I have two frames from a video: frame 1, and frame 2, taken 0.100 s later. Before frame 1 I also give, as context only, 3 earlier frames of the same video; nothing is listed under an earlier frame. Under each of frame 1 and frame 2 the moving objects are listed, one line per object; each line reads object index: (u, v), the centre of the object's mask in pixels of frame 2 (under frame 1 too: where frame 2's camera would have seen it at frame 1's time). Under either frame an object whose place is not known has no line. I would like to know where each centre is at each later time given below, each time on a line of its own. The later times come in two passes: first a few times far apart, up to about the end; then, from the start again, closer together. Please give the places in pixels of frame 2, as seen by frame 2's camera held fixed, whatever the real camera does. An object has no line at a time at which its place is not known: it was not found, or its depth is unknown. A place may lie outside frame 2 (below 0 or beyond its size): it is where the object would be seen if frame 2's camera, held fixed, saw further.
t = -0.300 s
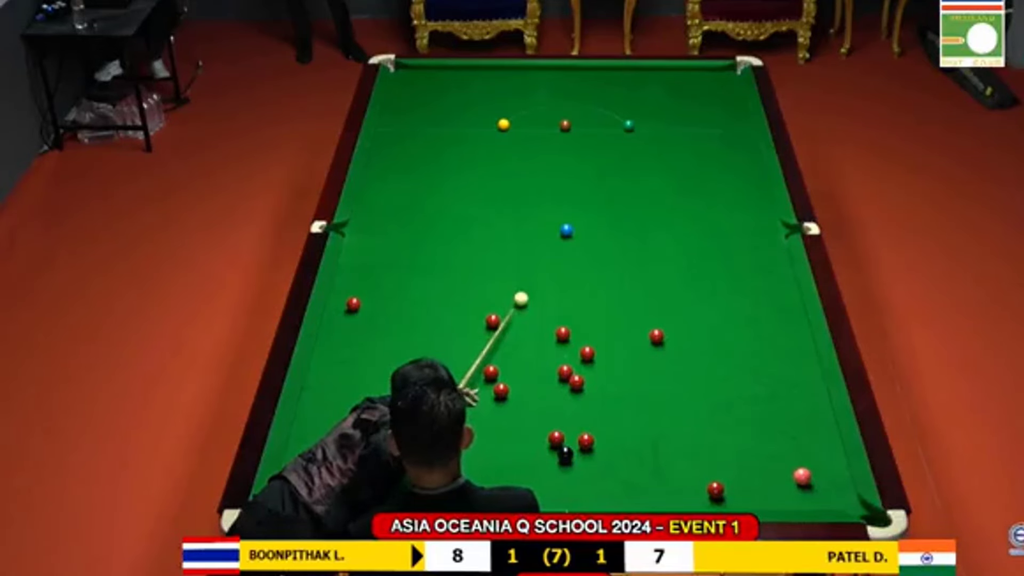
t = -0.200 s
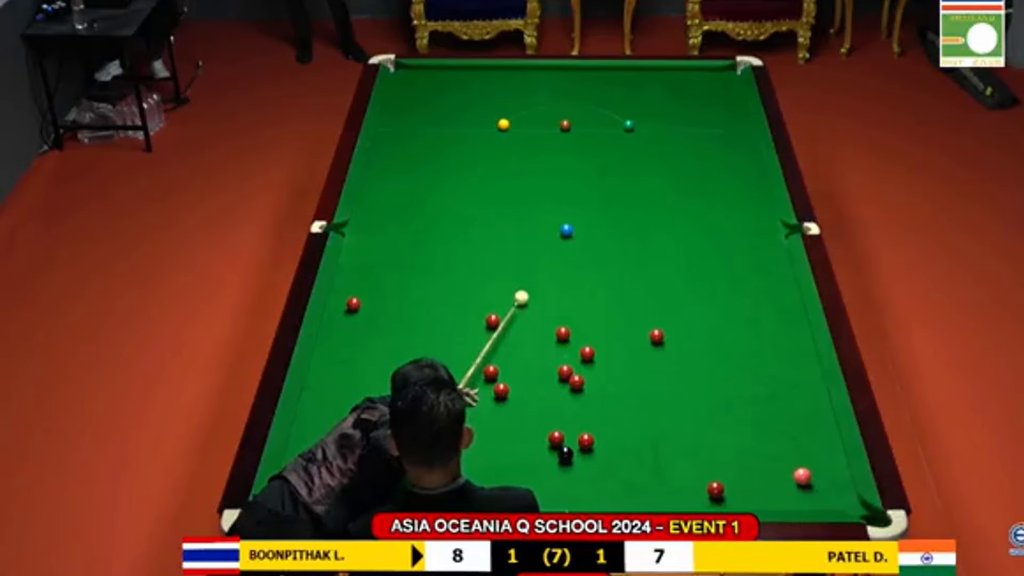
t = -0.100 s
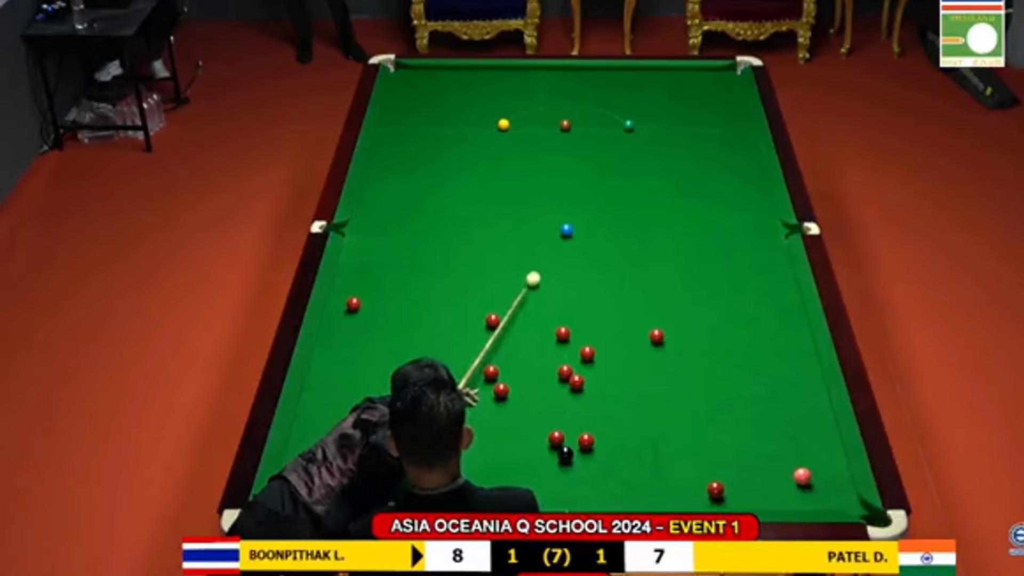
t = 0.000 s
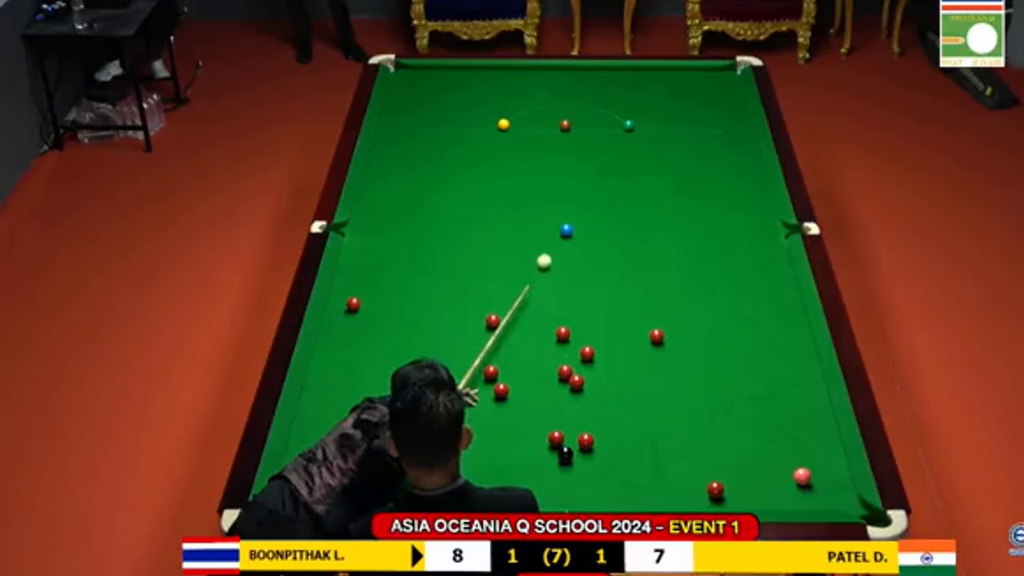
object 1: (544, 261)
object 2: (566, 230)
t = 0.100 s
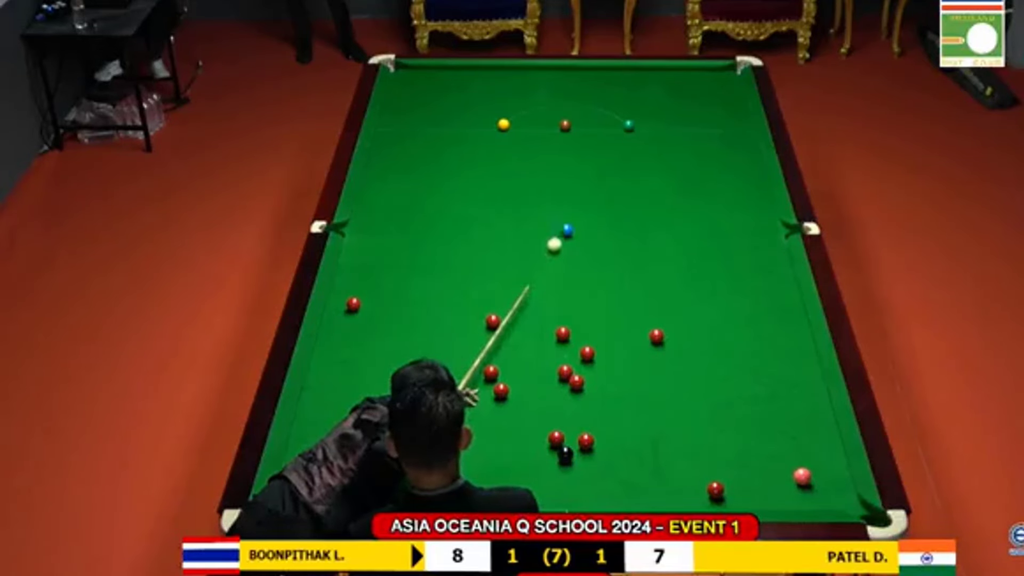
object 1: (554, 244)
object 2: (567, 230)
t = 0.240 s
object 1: (556, 233)
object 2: (578, 220)
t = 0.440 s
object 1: (553, 224)
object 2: (598, 201)
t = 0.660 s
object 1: (550, 215)
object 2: (616, 183)
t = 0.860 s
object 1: (548, 206)
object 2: (632, 168)
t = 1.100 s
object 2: (650, 152)
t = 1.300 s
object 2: (663, 139)
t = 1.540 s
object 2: (679, 124)
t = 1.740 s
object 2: (690, 113)
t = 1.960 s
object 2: (703, 102)
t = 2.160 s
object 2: (714, 91)
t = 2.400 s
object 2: (726, 80)
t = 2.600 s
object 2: (735, 71)
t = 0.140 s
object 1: (558, 238)
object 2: (567, 230)
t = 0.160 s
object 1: (559, 236)
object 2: (568, 229)
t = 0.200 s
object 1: (558, 235)
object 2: (572, 225)
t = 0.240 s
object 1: (556, 233)
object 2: (578, 220)
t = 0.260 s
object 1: (556, 233)
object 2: (580, 218)
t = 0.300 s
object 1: (555, 231)
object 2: (584, 213)
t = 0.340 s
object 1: (554, 229)
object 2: (589, 209)
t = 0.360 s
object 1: (554, 228)
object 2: (590, 207)
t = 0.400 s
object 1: (553, 226)
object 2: (595, 204)
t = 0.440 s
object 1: (553, 224)
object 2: (598, 201)
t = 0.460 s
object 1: (552, 223)
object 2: (600, 199)
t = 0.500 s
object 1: (552, 222)
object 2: (603, 196)
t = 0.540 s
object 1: (552, 220)
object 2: (607, 192)
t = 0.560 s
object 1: (551, 219)
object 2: (608, 191)
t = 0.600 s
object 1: (551, 217)
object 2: (612, 188)
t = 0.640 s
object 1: (550, 215)
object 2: (615, 185)
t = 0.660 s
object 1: (550, 215)
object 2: (616, 183)
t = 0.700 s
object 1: (550, 213)
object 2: (619, 180)
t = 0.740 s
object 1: (549, 211)
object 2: (623, 177)
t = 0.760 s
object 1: (549, 210)
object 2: (625, 175)
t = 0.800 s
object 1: (549, 209)
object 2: (627, 173)
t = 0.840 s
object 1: (548, 207)
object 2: (630, 170)
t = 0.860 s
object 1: (548, 206)
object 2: (632, 168)
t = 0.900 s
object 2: (635, 166)
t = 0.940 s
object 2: (638, 163)
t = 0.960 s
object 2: (640, 161)
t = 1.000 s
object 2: (642, 158)
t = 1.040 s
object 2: (645, 156)
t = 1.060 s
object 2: (647, 154)
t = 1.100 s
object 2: (650, 152)
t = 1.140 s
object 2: (653, 149)
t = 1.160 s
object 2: (654, 148)
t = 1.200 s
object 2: (657, 145)
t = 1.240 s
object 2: (660, 143)
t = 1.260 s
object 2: (661, 142)
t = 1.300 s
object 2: (663, 139)
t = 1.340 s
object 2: (666, 137)
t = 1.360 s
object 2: (667, 135)
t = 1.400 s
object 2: (670, 133)
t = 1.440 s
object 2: (672, 130)
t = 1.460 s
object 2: (673, 129)
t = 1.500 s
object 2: (676, 126)
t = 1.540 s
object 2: (679, 124)
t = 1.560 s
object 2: (680, 123)
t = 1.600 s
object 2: (682, 121)
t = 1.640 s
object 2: (685, 119)
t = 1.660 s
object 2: (686, 118)
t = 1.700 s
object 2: (688, 116)
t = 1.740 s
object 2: (690, 113)
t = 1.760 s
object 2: (691, 113)
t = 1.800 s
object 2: (694, 110)
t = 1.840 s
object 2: (697, 107)
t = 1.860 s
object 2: (698, 106)
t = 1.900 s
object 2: (700, 104)
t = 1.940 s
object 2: (702, 102)
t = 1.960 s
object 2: (703, 102)
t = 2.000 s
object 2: (705, 99)
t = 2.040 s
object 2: (707, 97)
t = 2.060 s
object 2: (709, 96)
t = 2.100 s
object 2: (711, 94)
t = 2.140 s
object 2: (712, 92)
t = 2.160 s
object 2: (714, 91)
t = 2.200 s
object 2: (716, 90)
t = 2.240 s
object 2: (718, 88)
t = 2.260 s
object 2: (719, 87)
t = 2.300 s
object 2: (721, 85)
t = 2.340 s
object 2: (723, 83)
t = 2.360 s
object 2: (724, 82)
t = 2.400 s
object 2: (726, 80)
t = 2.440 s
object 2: (728, 78)
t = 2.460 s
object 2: (729, 77)
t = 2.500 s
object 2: (731, 74)
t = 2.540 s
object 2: (733, 73)
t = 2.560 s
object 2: (734, 73)
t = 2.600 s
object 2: (735, 71)
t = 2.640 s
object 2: (737, 69)
